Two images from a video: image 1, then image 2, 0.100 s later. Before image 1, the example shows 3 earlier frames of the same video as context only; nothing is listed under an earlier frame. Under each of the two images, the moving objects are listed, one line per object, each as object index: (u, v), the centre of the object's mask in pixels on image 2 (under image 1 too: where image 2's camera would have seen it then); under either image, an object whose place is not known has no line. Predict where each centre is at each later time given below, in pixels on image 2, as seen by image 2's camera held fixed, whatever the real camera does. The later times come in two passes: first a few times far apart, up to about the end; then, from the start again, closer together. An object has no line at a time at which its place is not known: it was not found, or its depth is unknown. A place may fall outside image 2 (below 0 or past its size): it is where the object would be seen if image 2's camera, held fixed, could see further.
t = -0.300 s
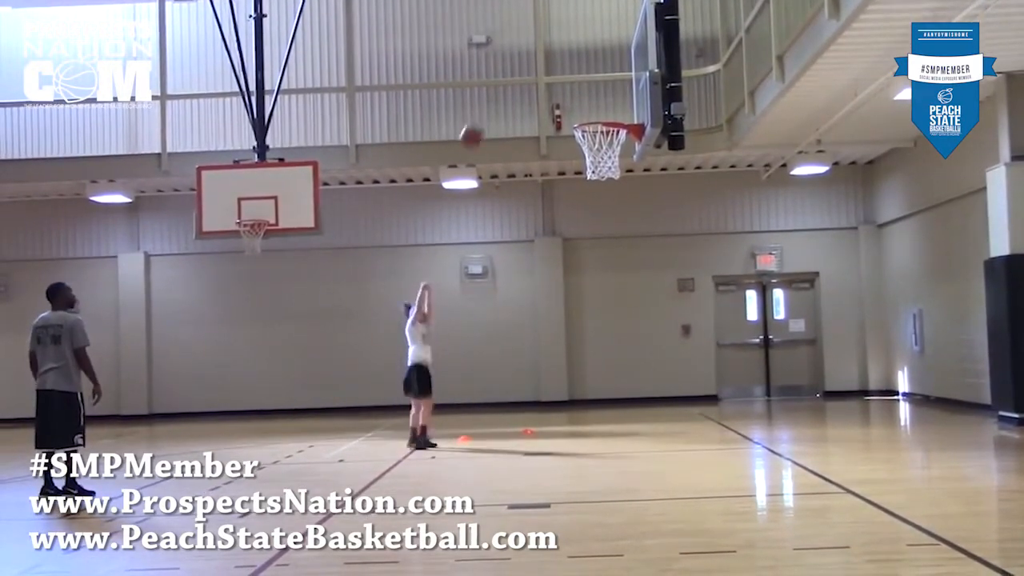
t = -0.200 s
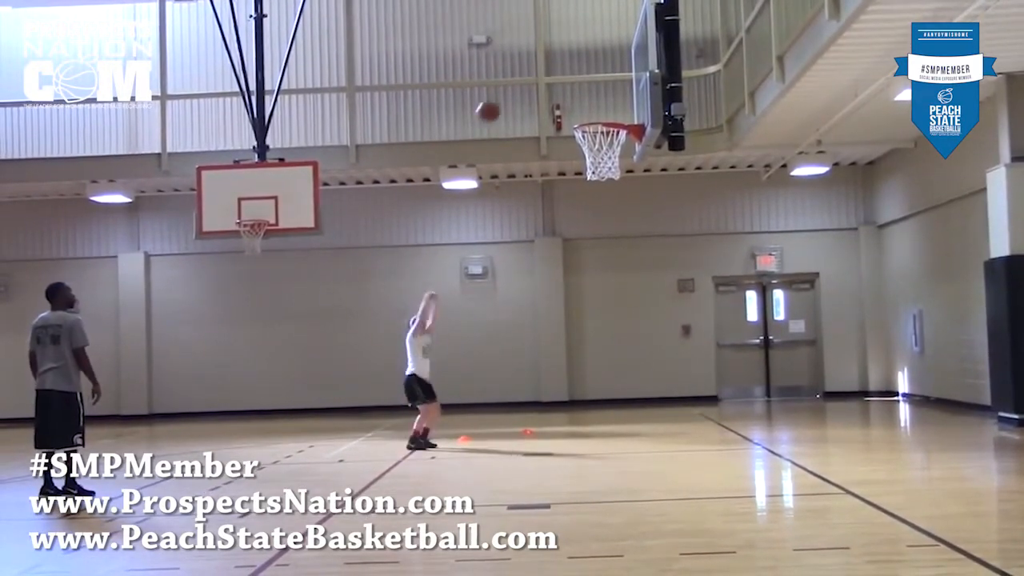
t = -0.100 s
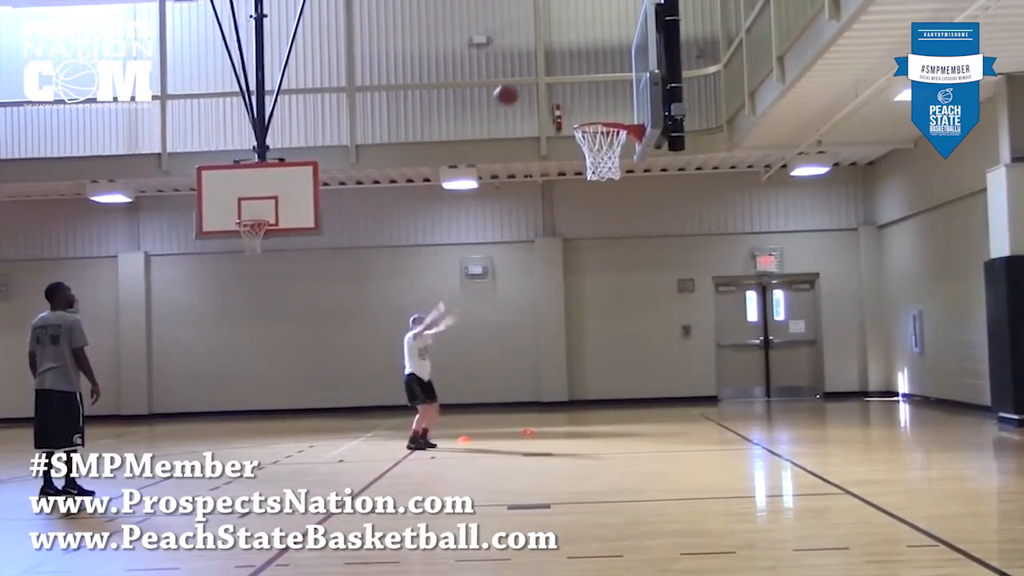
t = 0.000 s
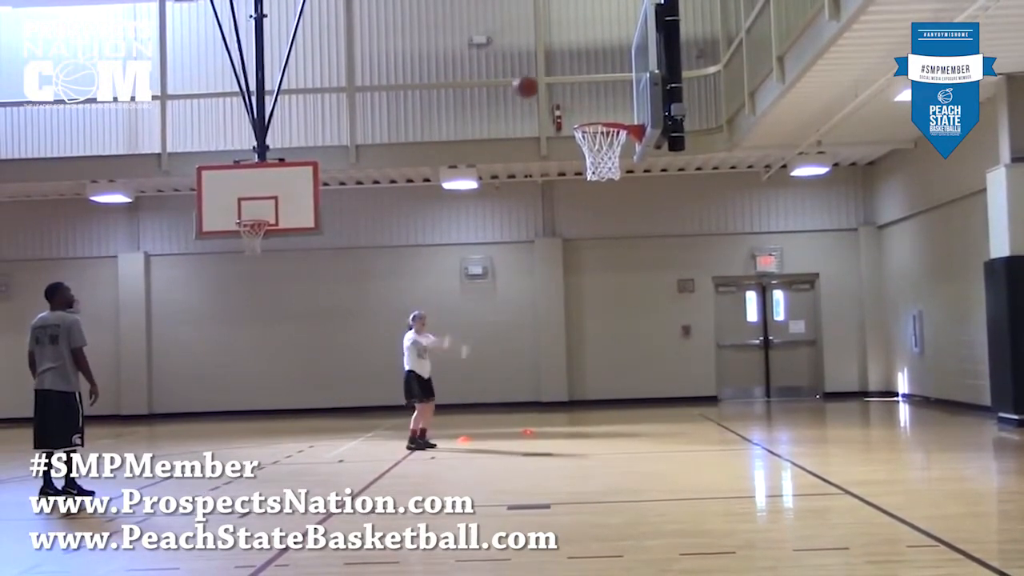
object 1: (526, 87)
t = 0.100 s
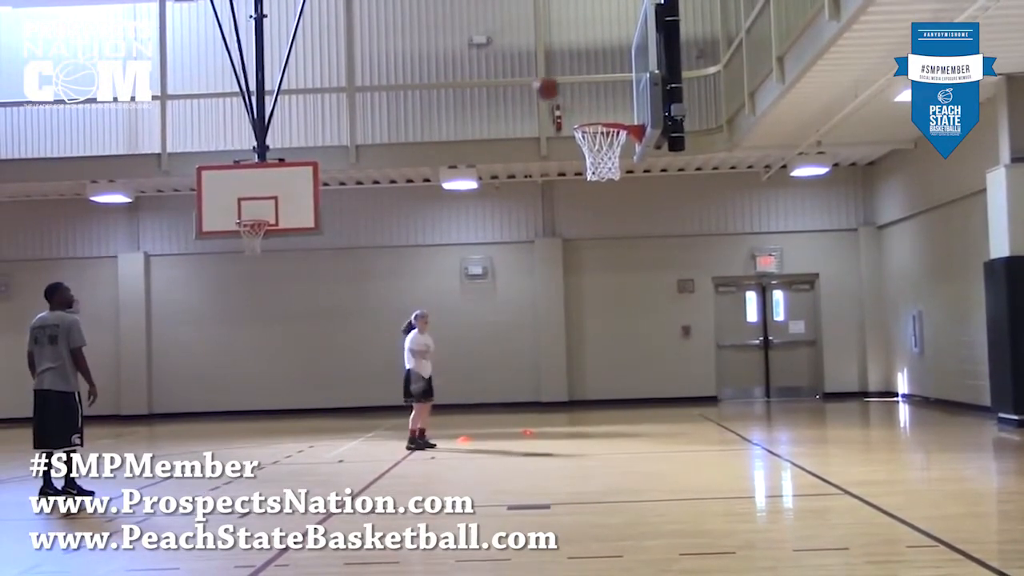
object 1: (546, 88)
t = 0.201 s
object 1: (575, 106)
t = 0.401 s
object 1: (604, 117)
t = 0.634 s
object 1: (613, 119)
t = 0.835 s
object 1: (585, 140)
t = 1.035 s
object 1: (590, 168)
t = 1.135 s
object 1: (595, 183)
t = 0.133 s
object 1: (562, 95)
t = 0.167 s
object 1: (568, 100)
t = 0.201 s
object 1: (575, 106)
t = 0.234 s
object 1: (583, 113)
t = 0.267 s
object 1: (590, 119)
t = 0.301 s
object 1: (597, 117)
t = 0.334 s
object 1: (604, 116)
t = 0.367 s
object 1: (609, 118)
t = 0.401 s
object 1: (604, 117)
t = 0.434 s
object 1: (598, 119)
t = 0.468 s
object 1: (589, 121)
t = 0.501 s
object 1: (588, 121)
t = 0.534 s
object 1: (594, 119)
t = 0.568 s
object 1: (600, 118)
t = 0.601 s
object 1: (606, 118)
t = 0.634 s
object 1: (613, 119)
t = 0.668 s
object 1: (611, 120)
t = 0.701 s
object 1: (605, 119)
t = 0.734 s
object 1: (601, 121)
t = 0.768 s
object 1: (596, 127)
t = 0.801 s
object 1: (589, 136)
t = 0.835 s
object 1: (585, 140)
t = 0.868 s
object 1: (584, 142)
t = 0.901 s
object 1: (584, 147)
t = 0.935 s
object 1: (584, 154)
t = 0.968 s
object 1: (584, 159)
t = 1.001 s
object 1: (585, 161)
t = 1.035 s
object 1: (590, 168)
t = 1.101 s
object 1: (592, 173)
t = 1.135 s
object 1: (595, 183)
